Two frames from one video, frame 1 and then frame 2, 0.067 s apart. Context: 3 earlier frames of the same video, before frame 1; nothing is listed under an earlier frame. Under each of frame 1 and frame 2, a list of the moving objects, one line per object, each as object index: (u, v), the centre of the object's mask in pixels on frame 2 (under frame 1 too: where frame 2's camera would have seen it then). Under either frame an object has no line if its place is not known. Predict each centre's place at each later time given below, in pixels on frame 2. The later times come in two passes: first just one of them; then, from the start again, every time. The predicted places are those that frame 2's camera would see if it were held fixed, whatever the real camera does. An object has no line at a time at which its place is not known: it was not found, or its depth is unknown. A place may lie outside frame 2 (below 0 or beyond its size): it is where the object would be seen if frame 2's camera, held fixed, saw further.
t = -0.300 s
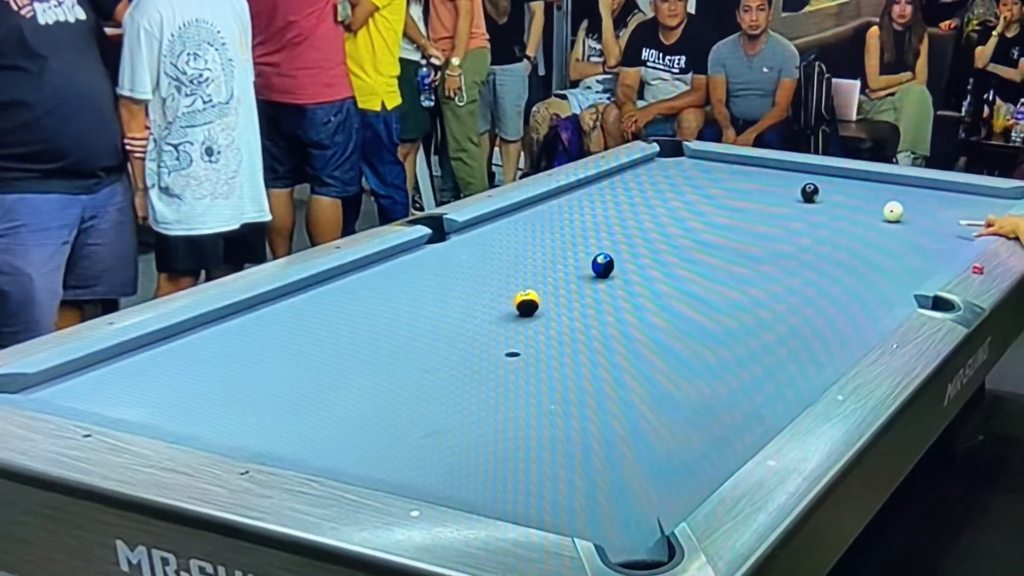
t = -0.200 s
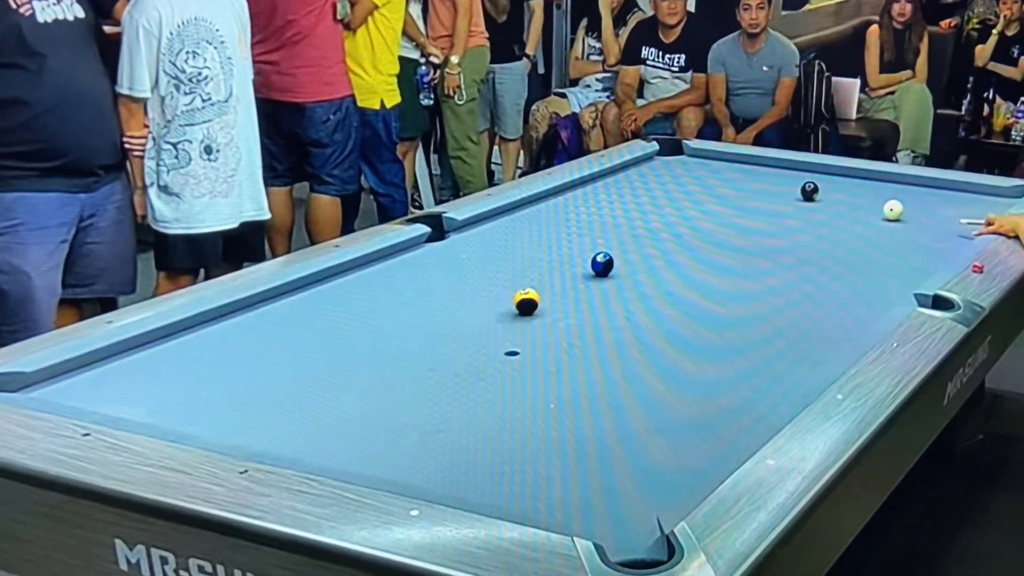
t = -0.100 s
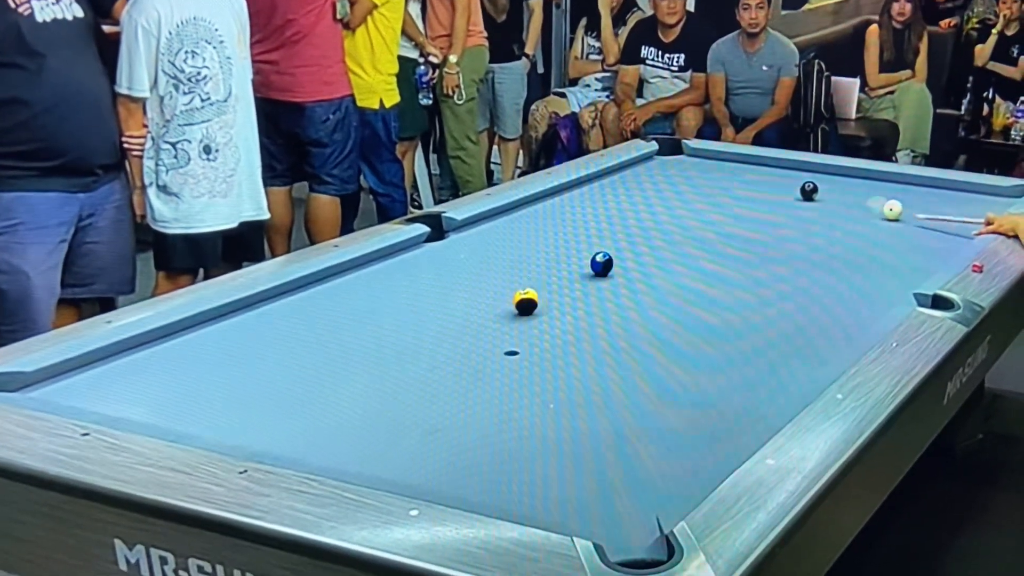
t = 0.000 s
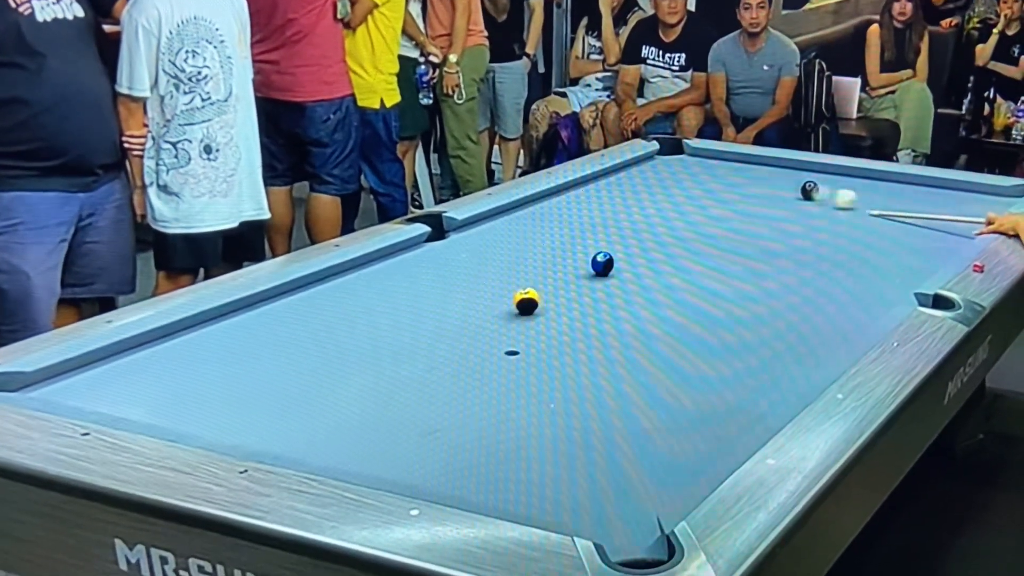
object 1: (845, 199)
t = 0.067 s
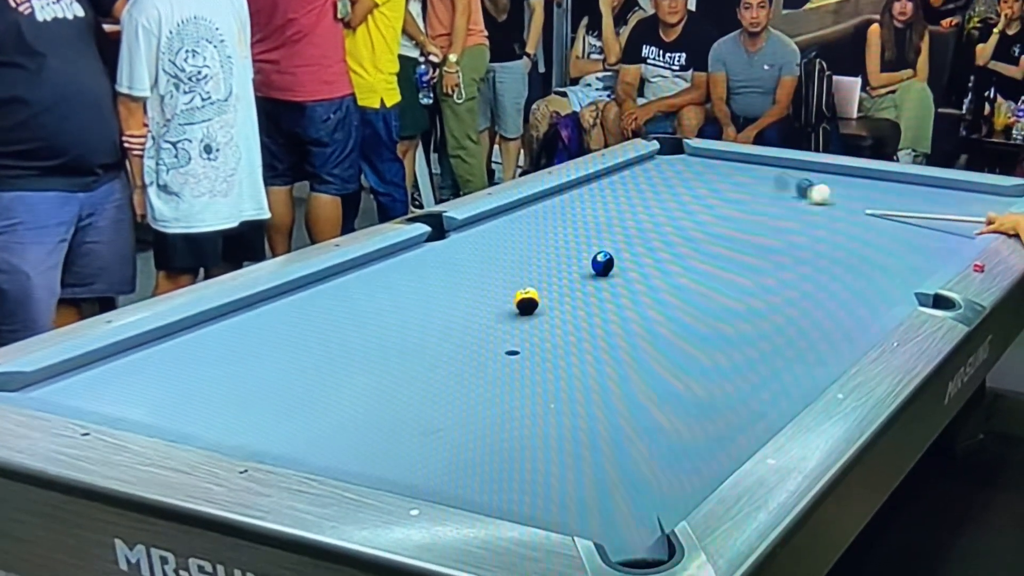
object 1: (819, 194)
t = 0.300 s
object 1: (802, 201)
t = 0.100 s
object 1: (814, 196)
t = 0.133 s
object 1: (812, 196)
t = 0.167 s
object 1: (811, 197)
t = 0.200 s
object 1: (807, 198)
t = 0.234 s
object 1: (805, 199)
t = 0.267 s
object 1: (804, 199)
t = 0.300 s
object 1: (802, 201)
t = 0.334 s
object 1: (799, 202)
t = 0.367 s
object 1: (798, 203)
